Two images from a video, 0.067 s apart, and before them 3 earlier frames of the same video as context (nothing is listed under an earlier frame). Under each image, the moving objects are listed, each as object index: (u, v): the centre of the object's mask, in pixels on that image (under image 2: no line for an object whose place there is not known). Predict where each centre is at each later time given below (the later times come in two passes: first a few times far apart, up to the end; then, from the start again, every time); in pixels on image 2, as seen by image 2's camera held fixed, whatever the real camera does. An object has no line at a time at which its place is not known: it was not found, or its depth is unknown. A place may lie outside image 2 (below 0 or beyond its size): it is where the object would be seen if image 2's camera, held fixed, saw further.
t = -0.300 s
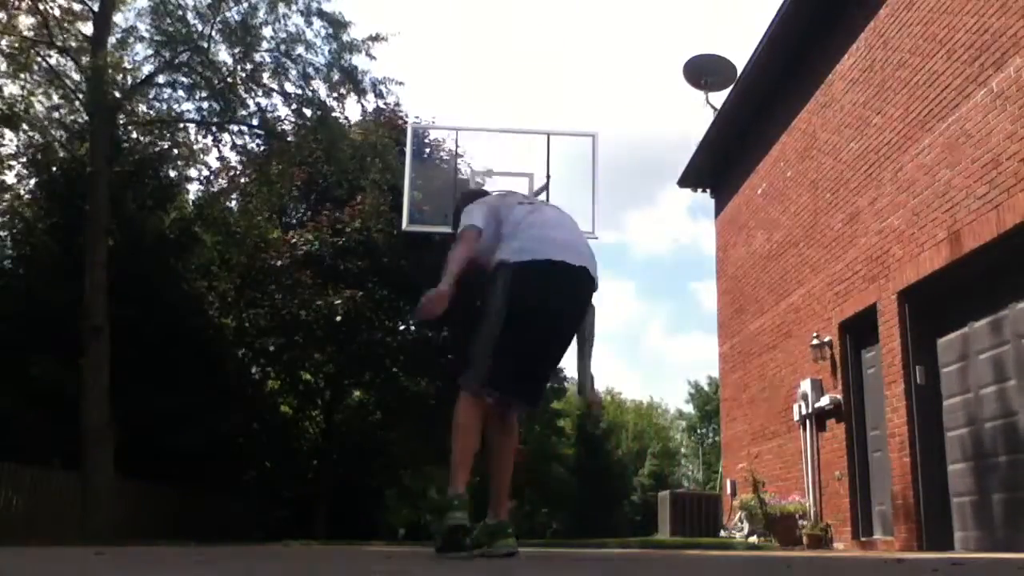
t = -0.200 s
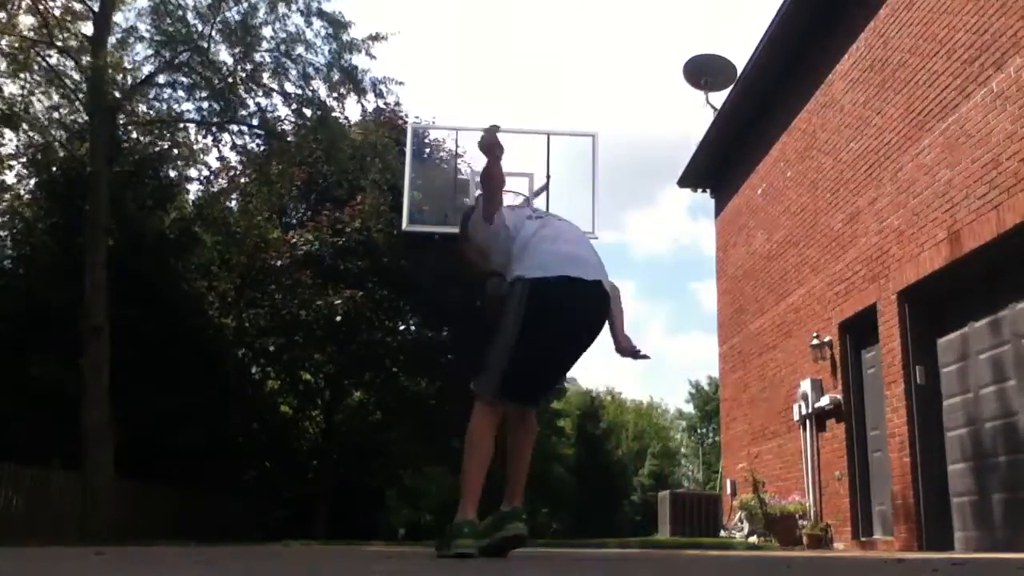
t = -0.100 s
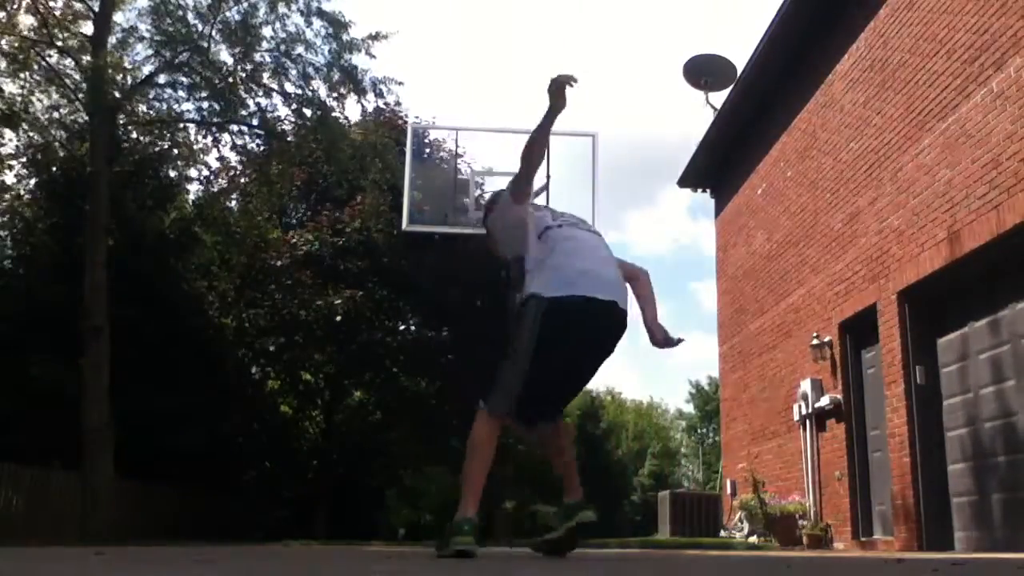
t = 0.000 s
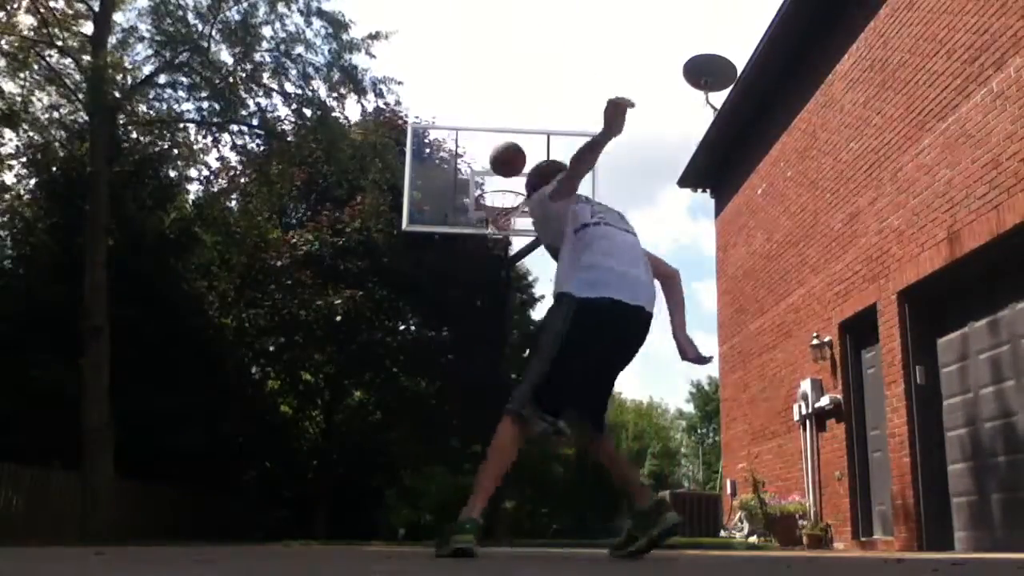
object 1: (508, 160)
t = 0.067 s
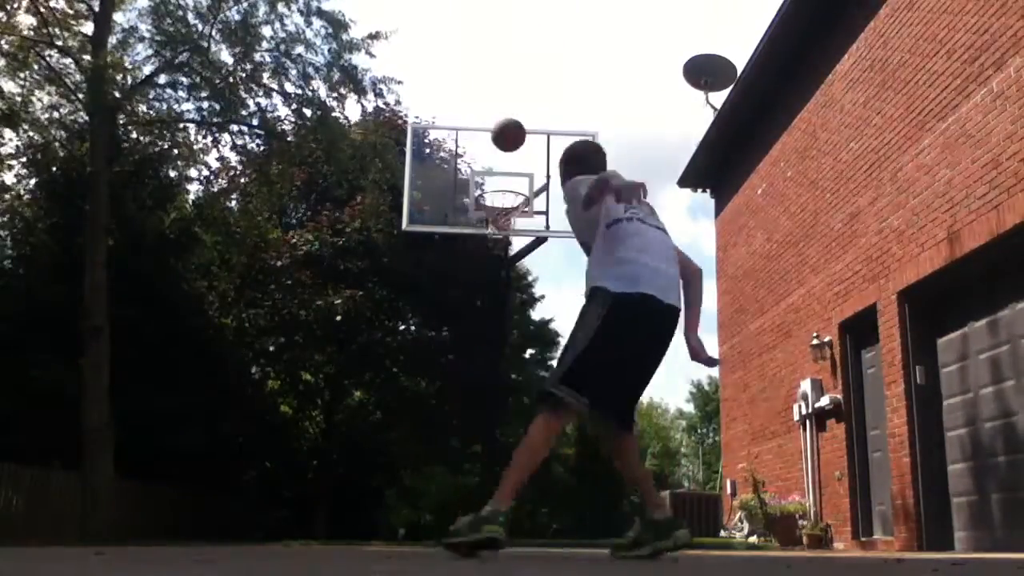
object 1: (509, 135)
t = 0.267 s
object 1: (508, 102)
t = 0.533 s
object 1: (507, 133)
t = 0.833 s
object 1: (503, 224)
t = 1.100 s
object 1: (502, 279)
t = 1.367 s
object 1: (497, 432)
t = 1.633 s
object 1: (489, 442)
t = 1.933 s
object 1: (478, 330)
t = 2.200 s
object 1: (465, 320)
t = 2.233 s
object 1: (462, 328)
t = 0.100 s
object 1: (509, 125)
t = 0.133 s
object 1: (509, 117)
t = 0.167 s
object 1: (509, 111)
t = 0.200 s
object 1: (508, 106)
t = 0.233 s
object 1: (509, 103)
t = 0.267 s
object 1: (508, 102)
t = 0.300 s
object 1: (508, 102)
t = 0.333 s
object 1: (508, 103)
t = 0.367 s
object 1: (508, 105)
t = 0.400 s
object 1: (508, 108)
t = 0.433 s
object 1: (508, 113)
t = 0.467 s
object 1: (507, 118)
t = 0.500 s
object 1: (507, 125)
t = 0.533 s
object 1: (507, 133)
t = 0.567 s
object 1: (506, 142)
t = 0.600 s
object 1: (506, 152)
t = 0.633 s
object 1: (505, 163)
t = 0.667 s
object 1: (505, 174)
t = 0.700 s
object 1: (504, 187)
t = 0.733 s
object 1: (503, 203)
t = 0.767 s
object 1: (502, 211)
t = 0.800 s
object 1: (502, 219)
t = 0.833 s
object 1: (503, 224)
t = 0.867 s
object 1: (503, 227)
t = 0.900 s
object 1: (502, 229)
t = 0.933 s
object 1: (503, 236)
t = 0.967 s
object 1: (505, 243)
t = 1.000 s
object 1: (502, 247)
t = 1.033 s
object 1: (501, 257)
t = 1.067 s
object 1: (501, 266)
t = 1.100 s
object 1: (502, 279)
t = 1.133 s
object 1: (501, 293)
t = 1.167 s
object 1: (500, 308)
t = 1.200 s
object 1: (500, 325)
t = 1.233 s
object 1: (499, 343)
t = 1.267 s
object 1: (499, 362)
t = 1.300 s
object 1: (498, 385)
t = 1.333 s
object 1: (499, 407)
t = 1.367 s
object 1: (497, 432)
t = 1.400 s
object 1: (495, 455)
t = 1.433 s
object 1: (495, 485)
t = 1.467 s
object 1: (493, 524)
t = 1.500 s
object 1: (493, 524)
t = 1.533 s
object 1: (489, 499)
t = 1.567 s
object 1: (489, 482)
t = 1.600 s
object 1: (488, 459)
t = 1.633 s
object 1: (489, 442)
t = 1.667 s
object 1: (486, 423)
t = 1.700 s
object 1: (486, 409)
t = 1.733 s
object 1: (486, 393)
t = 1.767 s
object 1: (485, 382)
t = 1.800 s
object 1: (483, 370)
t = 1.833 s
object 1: (482, 356)
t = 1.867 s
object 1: (481, 345)
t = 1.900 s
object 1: (479, 337)
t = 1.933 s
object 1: (478, 330)
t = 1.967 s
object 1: (476, 323)
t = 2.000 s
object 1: (475, 320)
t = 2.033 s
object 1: (473, 317)
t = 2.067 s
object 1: (472, 315)
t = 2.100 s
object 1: (470, 314)
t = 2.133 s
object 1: (469, 315)
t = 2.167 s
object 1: (467, 317)
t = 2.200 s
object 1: (465, 320)
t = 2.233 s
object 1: (462, 328)
